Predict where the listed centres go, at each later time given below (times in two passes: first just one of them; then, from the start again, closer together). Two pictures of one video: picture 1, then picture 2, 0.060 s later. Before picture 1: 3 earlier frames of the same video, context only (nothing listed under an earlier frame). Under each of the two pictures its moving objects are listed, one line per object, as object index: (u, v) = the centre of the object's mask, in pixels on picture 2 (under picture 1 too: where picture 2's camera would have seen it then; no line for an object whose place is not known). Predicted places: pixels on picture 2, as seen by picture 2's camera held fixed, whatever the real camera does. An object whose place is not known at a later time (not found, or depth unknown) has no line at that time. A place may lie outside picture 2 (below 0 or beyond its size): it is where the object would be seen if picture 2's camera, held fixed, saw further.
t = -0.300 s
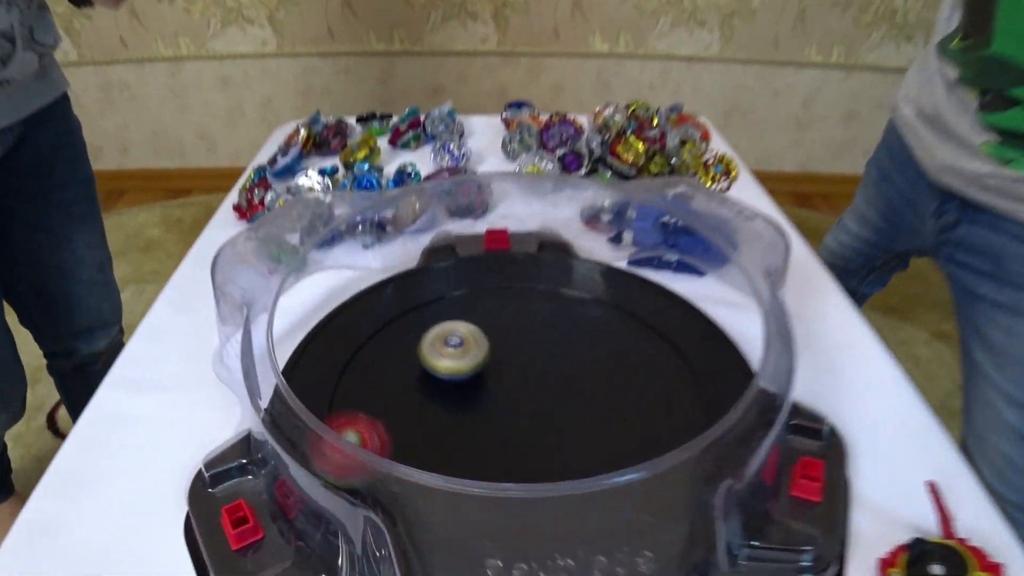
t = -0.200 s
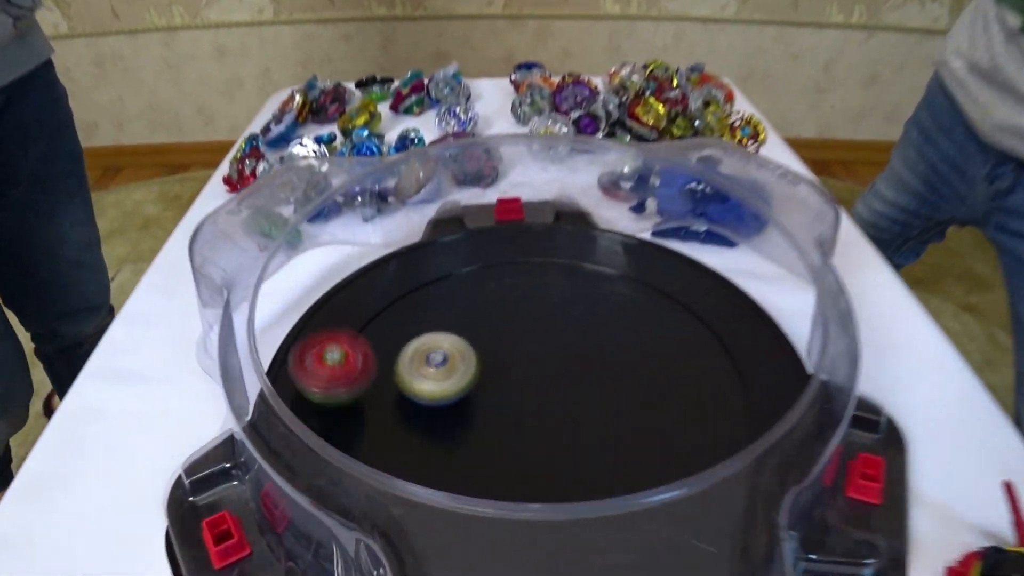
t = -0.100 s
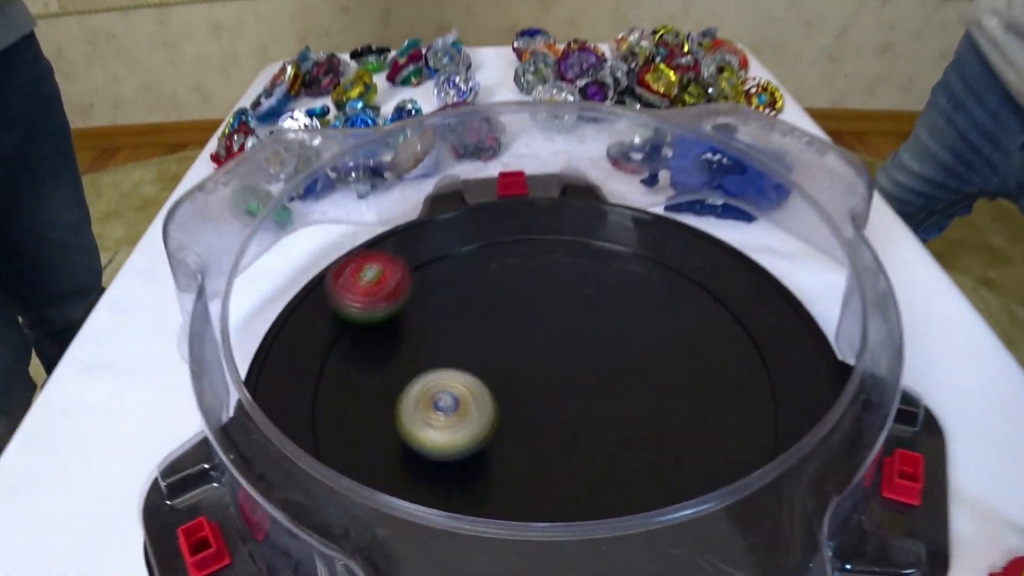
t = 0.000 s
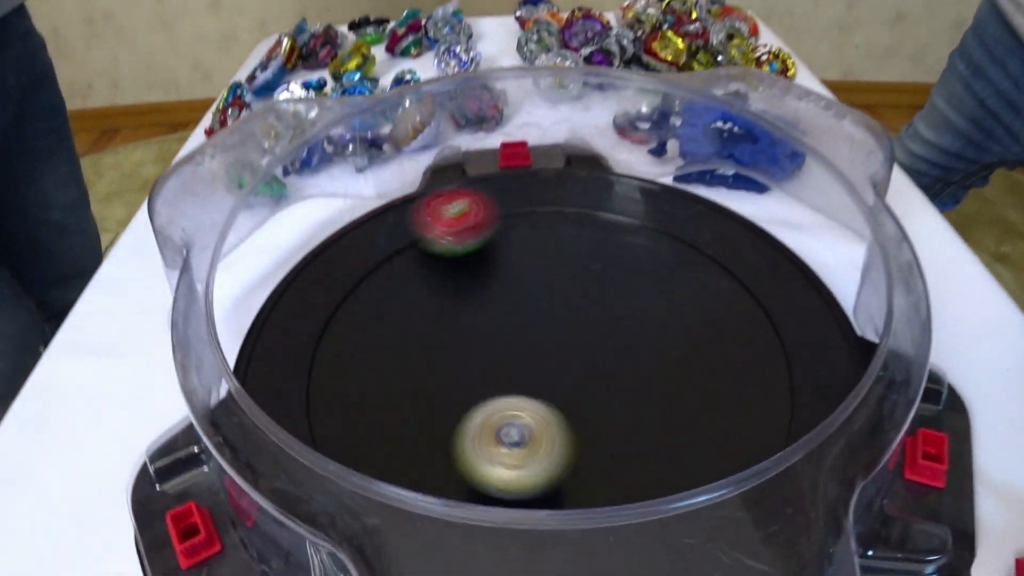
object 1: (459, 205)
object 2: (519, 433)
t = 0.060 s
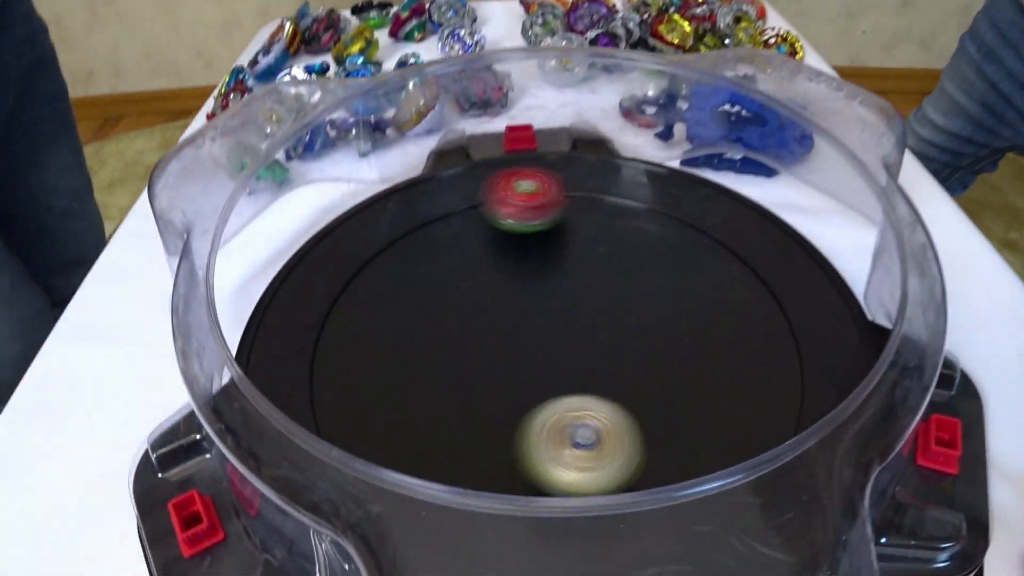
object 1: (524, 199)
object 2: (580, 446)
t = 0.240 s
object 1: (706, 268)
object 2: (746, 383)
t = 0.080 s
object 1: (546, 200)
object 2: (603, 447)
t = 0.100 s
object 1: (568, 204)
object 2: (624, 445)
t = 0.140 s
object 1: (613, 216)
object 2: (666, 436)
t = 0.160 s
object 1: (633, 223)
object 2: (687, 428)
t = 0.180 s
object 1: (653, 232)
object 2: (704, 420)
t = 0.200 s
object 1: (671, 242)
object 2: (722, 409)
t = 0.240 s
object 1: (706, 268)
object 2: (746, 383)
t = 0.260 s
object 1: (720, 281)
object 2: (754, 370)
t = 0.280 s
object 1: (727, 282)
